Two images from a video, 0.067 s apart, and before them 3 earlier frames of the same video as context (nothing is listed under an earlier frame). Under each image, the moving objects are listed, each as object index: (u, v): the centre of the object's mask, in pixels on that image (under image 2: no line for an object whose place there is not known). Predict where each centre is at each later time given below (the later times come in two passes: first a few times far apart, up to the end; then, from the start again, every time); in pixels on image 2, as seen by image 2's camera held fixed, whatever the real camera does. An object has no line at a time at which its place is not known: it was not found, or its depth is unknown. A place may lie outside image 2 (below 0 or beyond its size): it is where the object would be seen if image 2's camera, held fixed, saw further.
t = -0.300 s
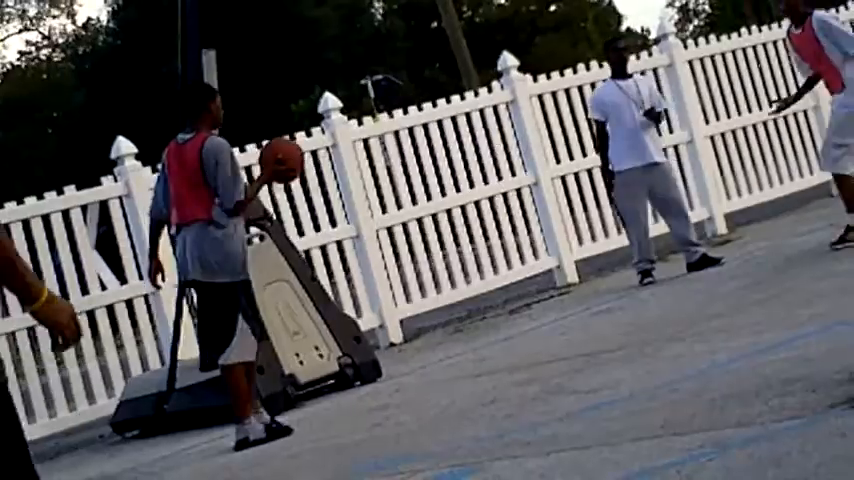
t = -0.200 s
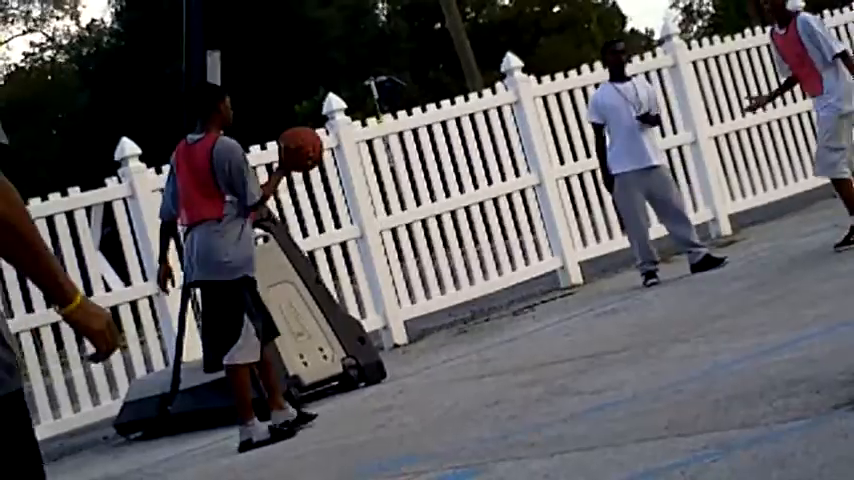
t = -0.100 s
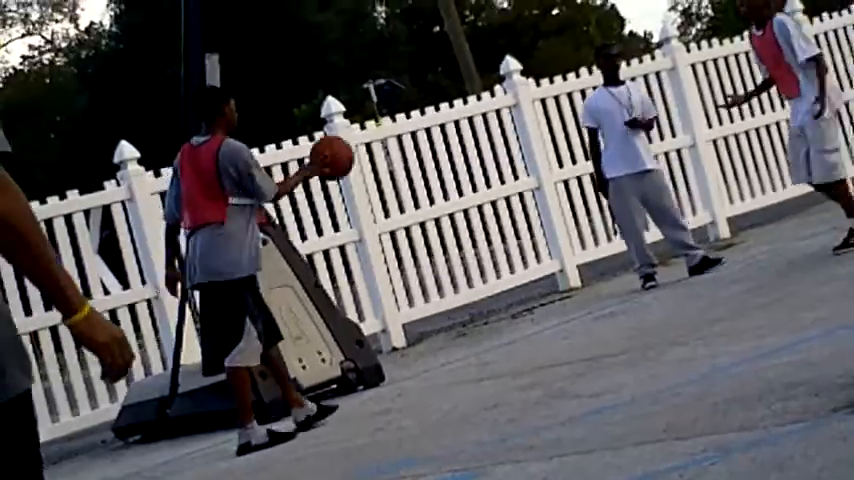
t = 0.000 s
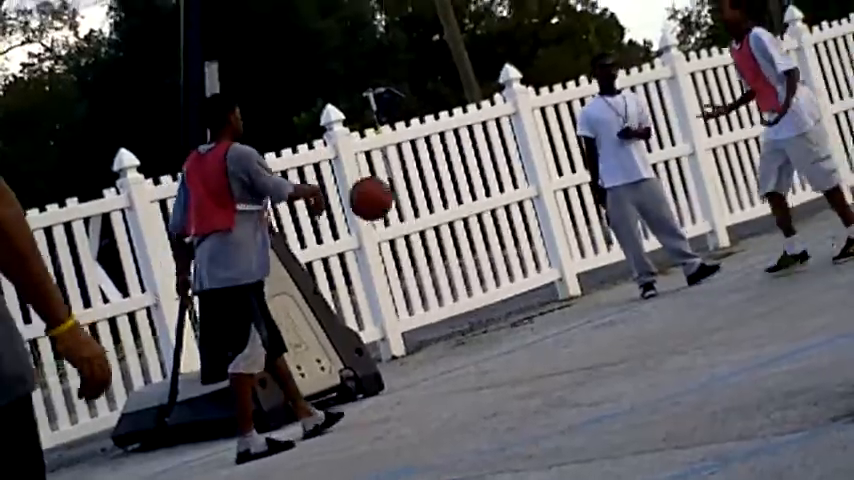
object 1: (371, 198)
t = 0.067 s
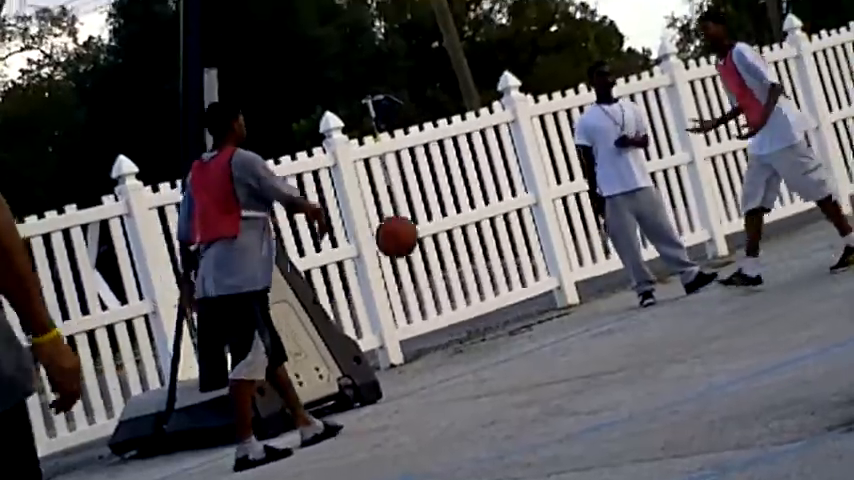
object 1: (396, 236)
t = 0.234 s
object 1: (469, 341)
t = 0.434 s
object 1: (466, 252)
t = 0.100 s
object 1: (410, 255)
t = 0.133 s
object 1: (425, 275)
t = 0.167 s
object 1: (440, 295)
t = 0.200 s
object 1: (454, 318)
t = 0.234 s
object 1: (469, 341)
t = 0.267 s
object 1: (480, 355)
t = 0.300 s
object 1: (477, 331)
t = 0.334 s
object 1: (473, 309)
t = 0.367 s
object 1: (470, 288)
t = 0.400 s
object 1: (469, 269)
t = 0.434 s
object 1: (466, 252)
